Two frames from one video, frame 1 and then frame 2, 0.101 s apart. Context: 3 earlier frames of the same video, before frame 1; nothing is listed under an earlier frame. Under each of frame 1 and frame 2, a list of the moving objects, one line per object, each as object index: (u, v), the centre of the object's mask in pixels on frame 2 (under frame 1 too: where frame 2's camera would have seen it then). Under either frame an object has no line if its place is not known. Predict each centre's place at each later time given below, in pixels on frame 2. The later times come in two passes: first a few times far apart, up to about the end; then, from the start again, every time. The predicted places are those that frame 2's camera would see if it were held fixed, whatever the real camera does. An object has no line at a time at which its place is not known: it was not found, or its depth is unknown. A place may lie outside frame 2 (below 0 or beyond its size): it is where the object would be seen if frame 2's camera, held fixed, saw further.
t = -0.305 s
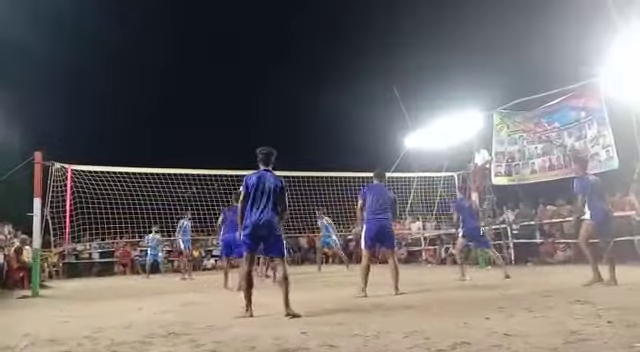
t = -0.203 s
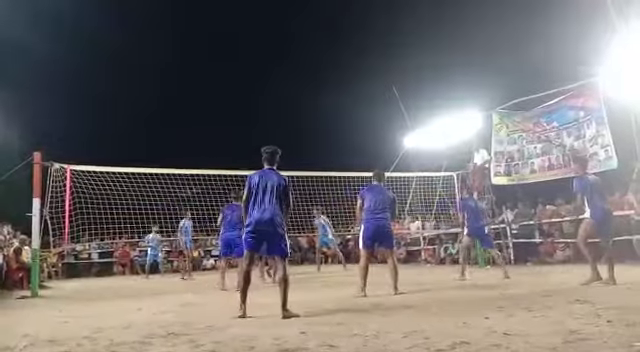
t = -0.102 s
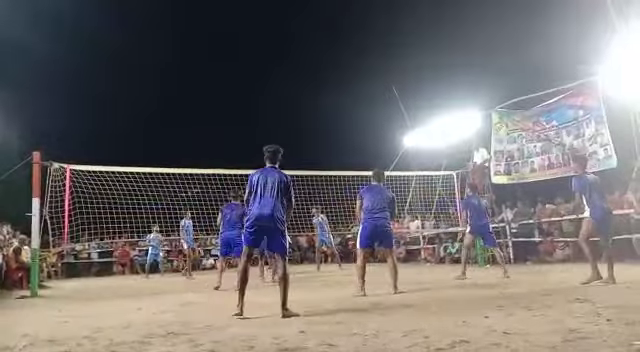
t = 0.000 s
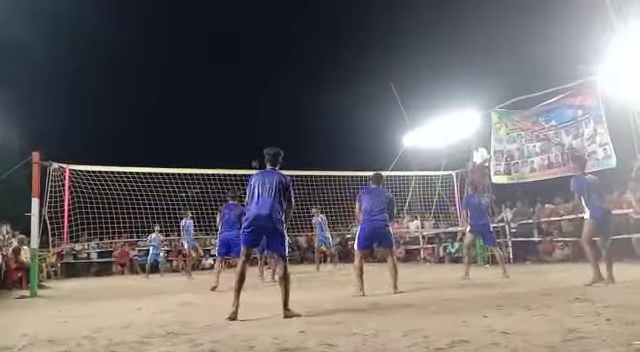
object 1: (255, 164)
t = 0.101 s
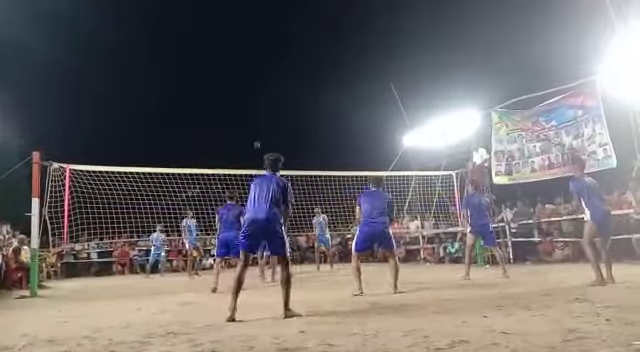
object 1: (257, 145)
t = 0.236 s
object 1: (259, 122)
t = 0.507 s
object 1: (267, 84)
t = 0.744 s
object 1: (277, 71)
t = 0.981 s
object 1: (295, 85)
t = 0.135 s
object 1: (258, 138)
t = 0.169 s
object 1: (258, 133)
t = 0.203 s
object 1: (259, 126)
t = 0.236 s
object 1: (259, 122)
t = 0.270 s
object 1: (260, 115)
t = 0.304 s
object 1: (261, 110)
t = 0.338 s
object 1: (262, 105)
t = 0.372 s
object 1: (263, 100)
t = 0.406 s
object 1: (264, 95)
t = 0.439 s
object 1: (265, 91)
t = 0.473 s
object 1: (266, 88)
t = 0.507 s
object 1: (267, 84)
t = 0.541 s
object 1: (268, 81)
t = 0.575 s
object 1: (269, 78)
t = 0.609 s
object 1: (270, 76)
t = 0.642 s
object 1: (272, 74)
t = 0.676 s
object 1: (273, 73)
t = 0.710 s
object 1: (275, 71)
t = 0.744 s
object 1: (277, 71)
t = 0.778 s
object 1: (280, 71)
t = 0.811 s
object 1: (282, 72)
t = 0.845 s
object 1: (284, 73)
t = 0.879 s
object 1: (287, 75)
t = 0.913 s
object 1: (289, 78)
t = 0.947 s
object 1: (292, 82)
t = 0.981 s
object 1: (295, 85)
